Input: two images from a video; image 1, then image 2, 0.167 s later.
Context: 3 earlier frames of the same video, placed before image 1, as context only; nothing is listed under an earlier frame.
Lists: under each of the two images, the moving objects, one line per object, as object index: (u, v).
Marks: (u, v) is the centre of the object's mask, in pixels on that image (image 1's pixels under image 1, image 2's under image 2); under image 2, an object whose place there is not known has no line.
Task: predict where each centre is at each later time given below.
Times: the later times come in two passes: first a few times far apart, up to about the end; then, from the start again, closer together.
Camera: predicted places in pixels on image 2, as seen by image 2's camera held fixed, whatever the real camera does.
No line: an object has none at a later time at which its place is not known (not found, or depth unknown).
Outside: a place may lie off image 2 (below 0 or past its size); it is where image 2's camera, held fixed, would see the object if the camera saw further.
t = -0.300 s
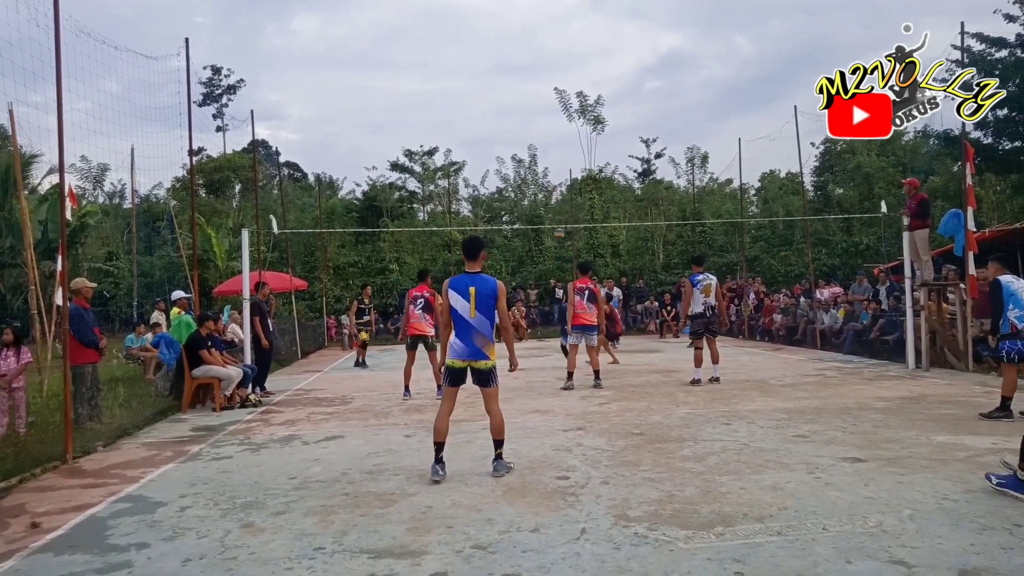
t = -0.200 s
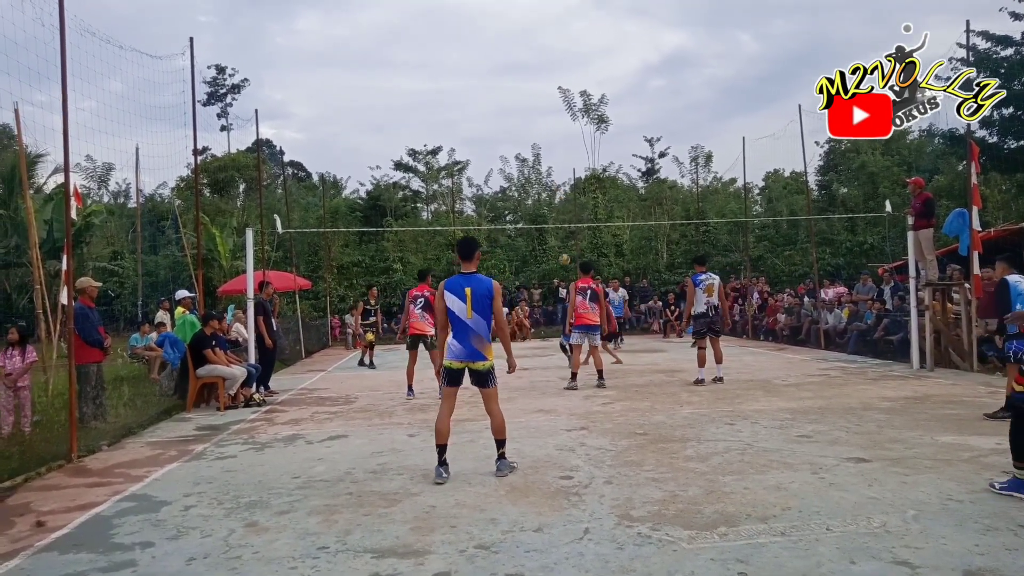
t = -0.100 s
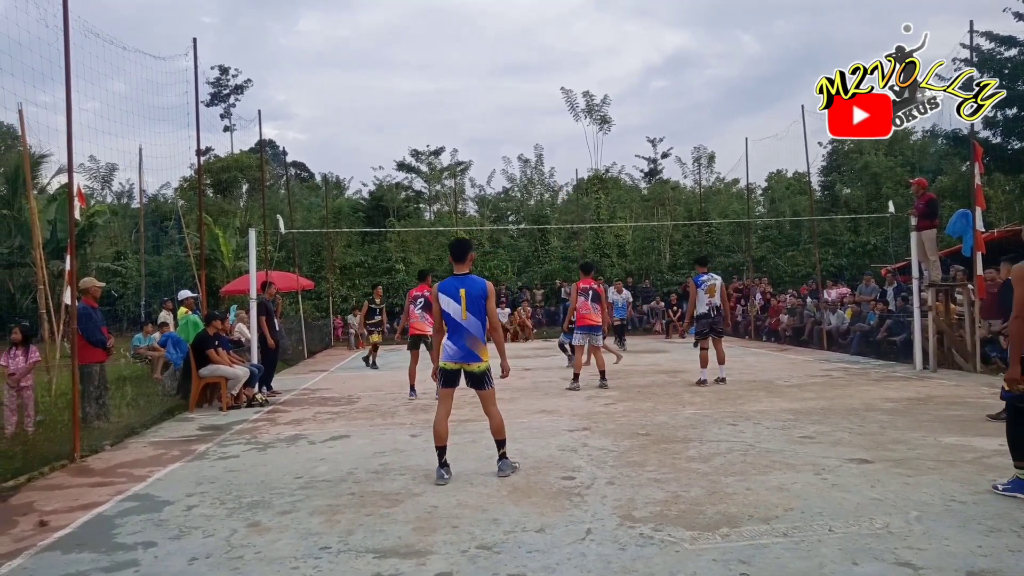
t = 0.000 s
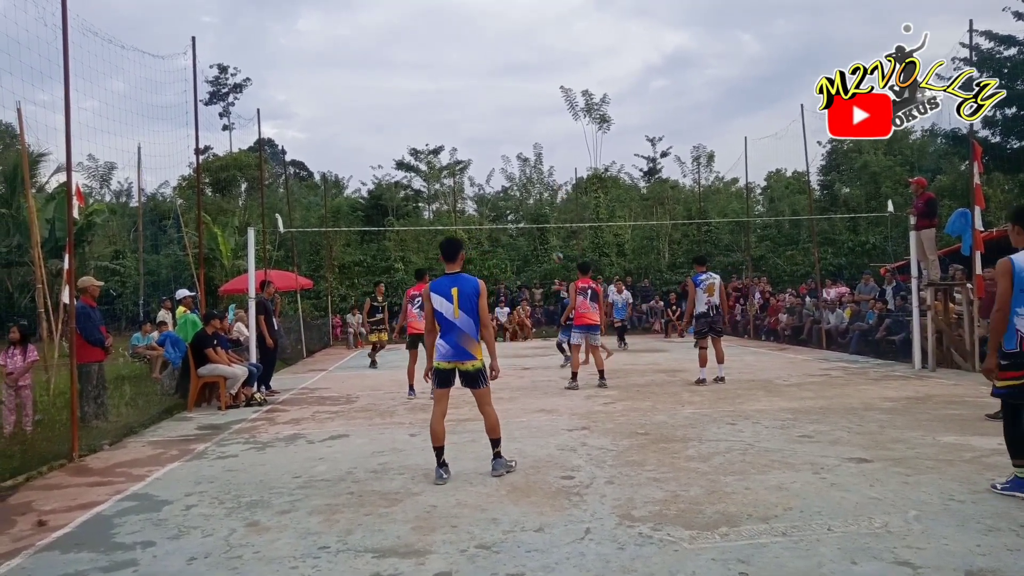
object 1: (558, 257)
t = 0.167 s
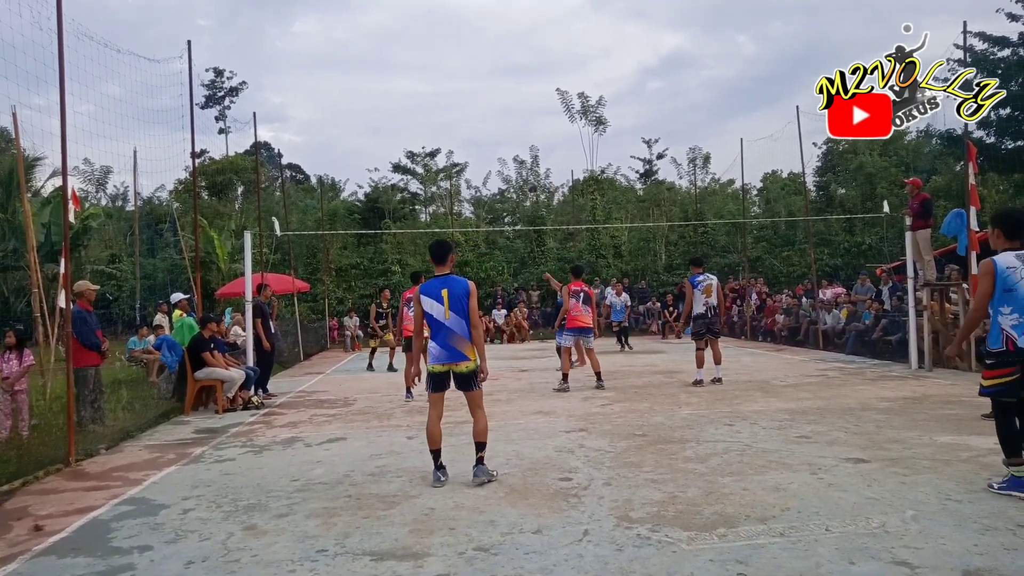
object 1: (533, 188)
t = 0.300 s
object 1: (516, 140)
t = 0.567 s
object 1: (486, 75)
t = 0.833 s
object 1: (456, 48)
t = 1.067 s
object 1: (432, 57)
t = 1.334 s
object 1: (406, 104)
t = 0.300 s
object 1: (516, 140)
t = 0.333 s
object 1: (512, 130)
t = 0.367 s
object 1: (508, 119)
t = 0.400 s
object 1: (504, 111)
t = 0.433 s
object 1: (501, 103)
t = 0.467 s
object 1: (497, 95)
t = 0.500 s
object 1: (493, 87)
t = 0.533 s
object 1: (489, 81)
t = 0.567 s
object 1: (486, 75)
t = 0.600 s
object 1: (482, 69)
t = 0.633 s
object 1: (478, 65)
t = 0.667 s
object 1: (474, 60)
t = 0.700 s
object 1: (471, 56)
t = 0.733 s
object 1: (467, 54)
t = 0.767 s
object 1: (463, 51)
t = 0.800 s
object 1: (460, 49)
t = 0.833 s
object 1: (456, 48)
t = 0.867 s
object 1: (453, 47)
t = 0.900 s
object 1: (449, 47)
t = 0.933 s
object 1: (445, 48)
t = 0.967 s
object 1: (442, 49)
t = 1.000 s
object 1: (439, 51)
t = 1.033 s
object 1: (435, 54)
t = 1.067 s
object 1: (432, 57)
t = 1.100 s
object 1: (429, 60)
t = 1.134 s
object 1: (425, 65)
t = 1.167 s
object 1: (422, 70)
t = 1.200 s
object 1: (418, 76)
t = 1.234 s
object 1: (415, 82)
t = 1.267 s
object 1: (412, 89)
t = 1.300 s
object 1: (409, 96)
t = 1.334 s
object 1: (406, 104)
